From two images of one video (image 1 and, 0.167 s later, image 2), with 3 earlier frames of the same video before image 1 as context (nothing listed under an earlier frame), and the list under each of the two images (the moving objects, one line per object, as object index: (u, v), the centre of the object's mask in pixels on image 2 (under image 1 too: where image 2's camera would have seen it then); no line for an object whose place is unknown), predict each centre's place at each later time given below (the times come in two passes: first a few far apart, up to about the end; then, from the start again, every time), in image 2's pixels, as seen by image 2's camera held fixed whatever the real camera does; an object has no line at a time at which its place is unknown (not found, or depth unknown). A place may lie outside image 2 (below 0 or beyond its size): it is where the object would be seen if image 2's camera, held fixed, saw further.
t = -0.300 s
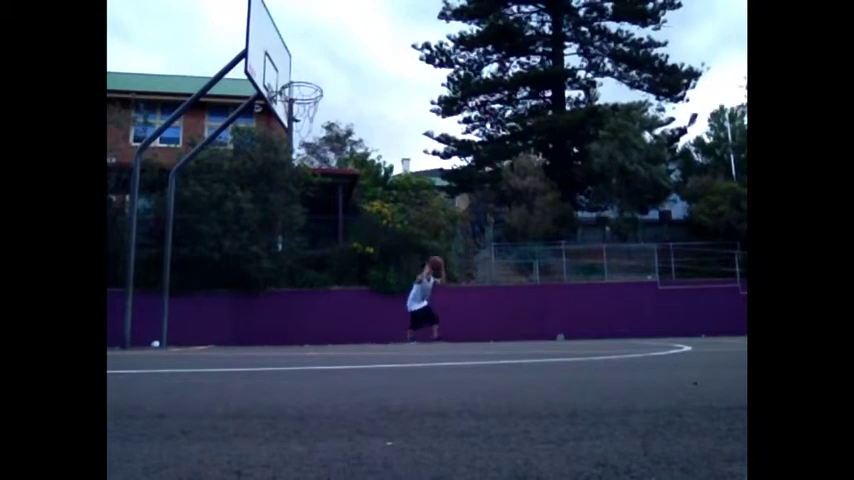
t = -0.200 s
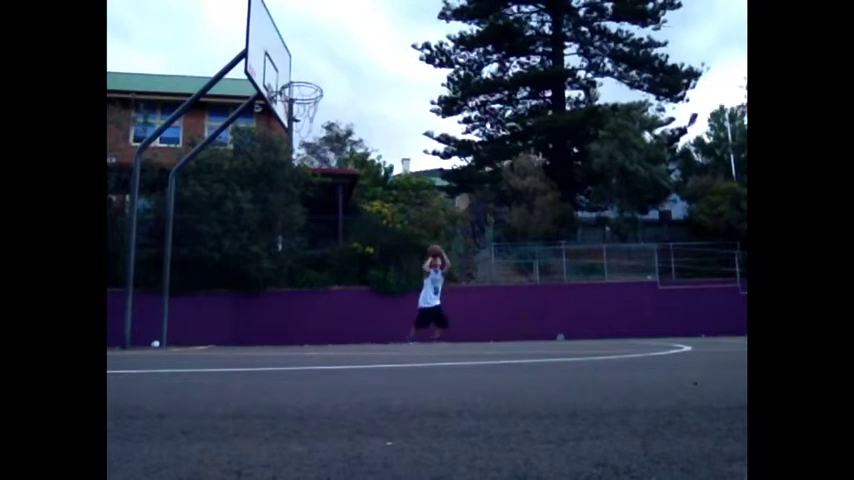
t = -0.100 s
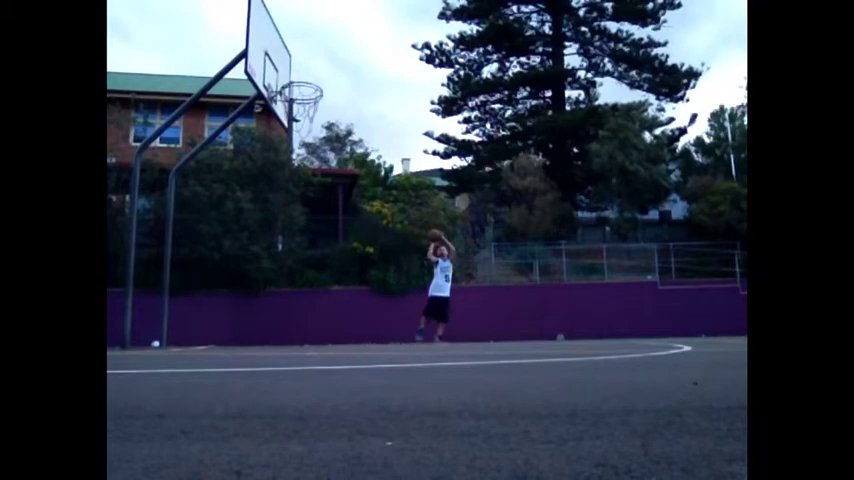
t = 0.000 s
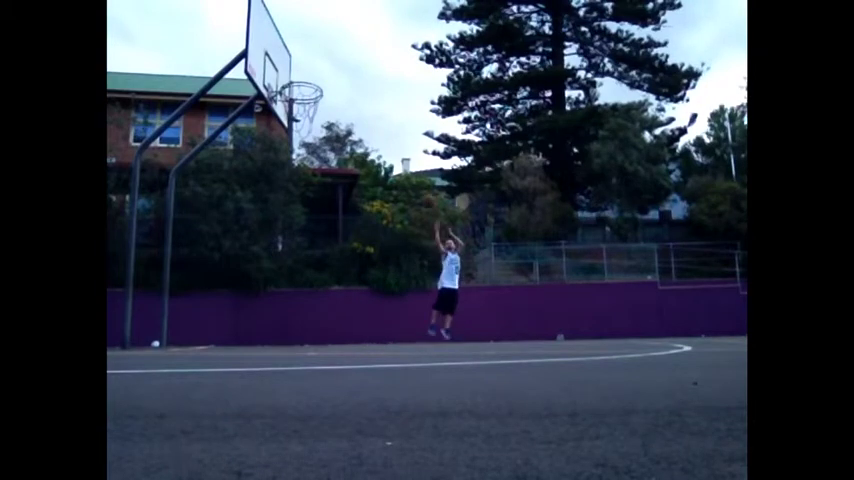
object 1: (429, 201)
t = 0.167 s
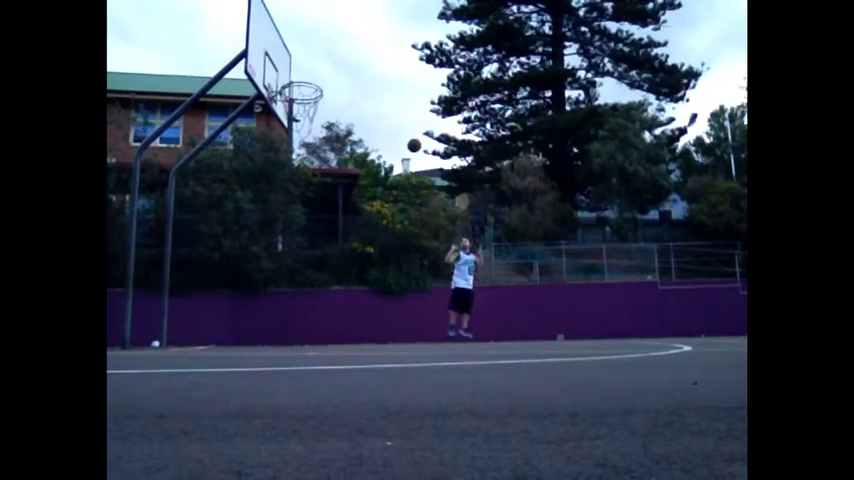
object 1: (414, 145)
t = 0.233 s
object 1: (408, 125)
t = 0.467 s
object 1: (386, 72)
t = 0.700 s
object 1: (362, 45)
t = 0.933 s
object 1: (334, 49)
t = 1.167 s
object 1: (298, 98)
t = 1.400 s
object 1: (269, 159)
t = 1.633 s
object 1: (230, 292)
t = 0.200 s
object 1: (411, 135)
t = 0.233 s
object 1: (408, 125)
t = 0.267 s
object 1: (405, 117)
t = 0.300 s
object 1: (402, 108)
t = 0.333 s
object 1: (399, 100)
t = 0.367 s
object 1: (396, 92)
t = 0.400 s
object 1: (393, 85)
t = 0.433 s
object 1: (390, 78)
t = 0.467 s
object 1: (386, 72)
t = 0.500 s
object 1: (383, 67)
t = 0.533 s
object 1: (380, 62)
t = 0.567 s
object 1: (376, 57)
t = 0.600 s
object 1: (373, 53)
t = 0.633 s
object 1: (369, 50)
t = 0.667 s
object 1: (366, 47)
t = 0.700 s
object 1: (362, 45)
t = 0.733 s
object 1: (358, 43)
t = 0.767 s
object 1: (354, 42)
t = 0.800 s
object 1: (351, 42)
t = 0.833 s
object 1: (347, 42)
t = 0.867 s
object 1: (342, 44)
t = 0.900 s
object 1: (338, 46)
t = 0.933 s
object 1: (334, 49)
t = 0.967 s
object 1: (329, 53)
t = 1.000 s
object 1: (324, 58)
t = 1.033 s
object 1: (319, 64)
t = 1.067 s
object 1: (314, 71)
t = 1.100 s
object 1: (309, 78)
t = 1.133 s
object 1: (303, 88)
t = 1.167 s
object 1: (298, 98)
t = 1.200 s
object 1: (293, 107)
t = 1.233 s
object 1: (289, 114)
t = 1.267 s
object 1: (285, 121)
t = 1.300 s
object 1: (280, 130)
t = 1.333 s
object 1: (277, 139)
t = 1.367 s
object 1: (273, 149)
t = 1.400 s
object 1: (269, 159)
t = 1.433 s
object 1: (265, 173)
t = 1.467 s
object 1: (260, 188)
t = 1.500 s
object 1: (253, 205)
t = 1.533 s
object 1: (248, 224)
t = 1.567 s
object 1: (243, 245)
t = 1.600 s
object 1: (236, 268)
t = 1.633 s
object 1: (230, 292)
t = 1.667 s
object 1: (224, 320)
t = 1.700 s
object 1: (220, 331)
